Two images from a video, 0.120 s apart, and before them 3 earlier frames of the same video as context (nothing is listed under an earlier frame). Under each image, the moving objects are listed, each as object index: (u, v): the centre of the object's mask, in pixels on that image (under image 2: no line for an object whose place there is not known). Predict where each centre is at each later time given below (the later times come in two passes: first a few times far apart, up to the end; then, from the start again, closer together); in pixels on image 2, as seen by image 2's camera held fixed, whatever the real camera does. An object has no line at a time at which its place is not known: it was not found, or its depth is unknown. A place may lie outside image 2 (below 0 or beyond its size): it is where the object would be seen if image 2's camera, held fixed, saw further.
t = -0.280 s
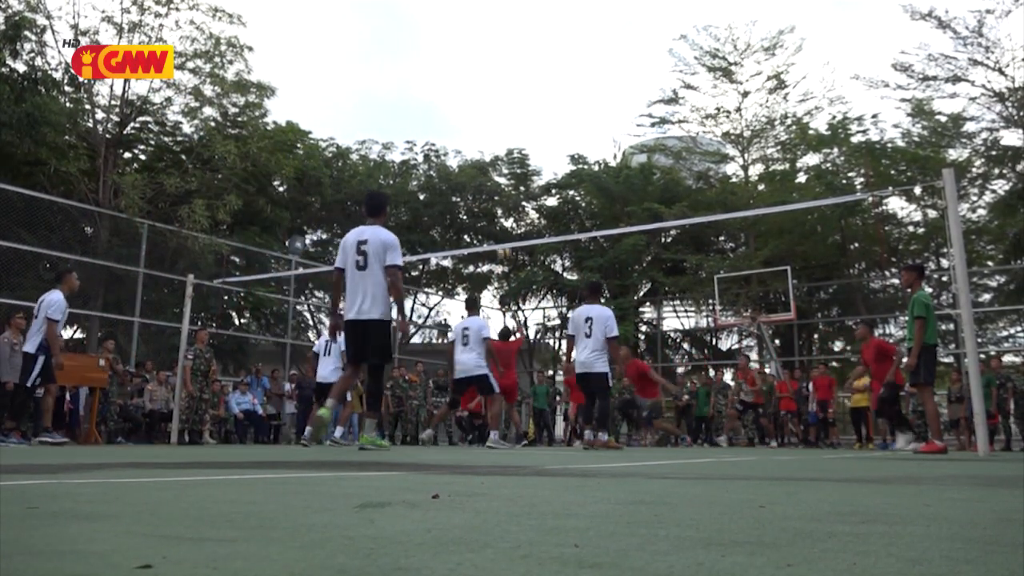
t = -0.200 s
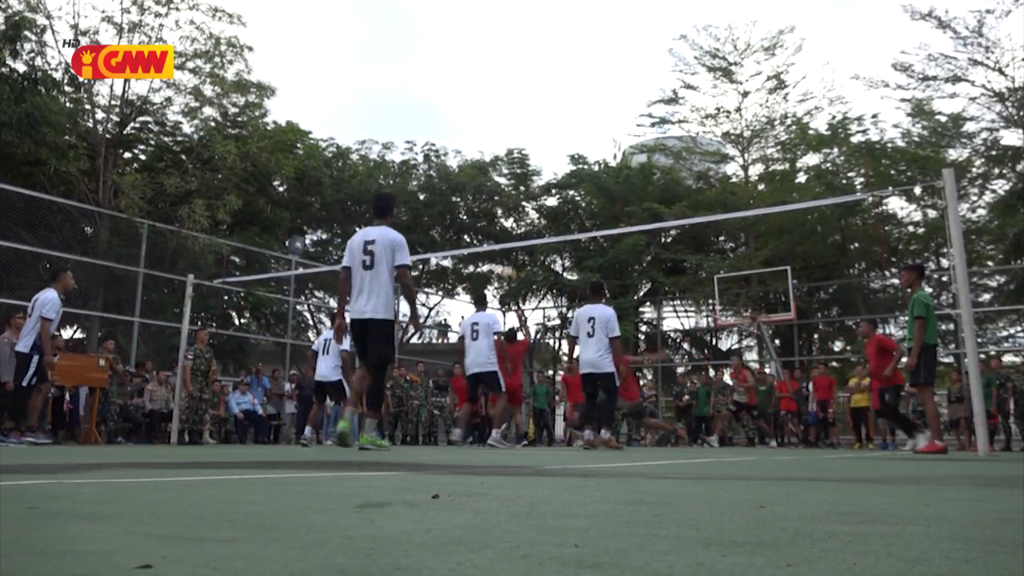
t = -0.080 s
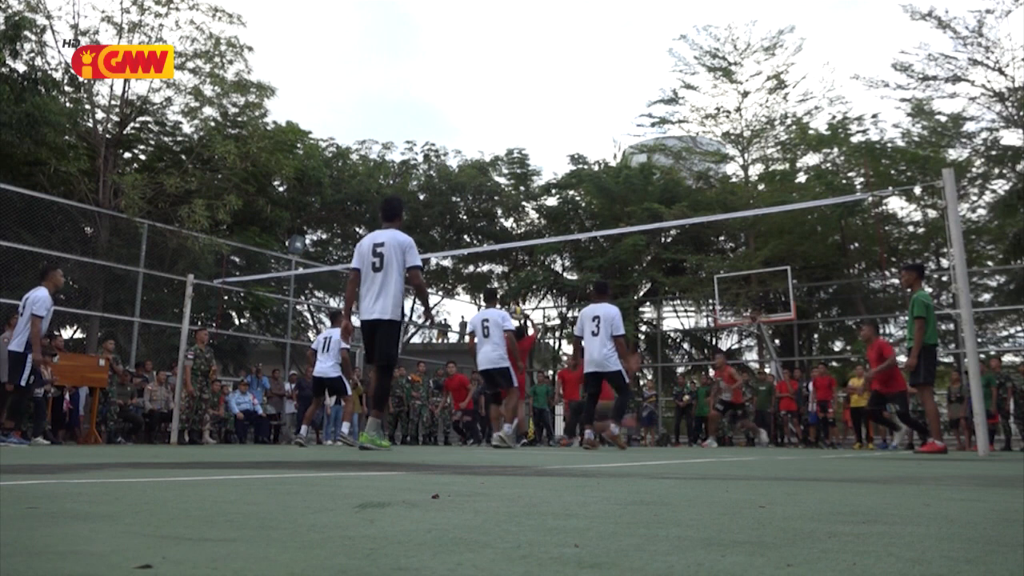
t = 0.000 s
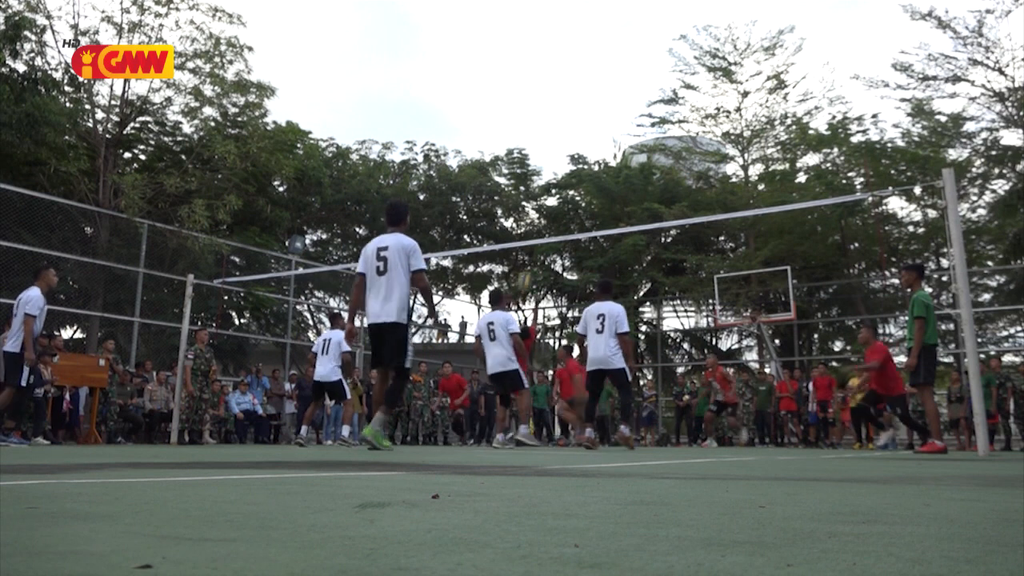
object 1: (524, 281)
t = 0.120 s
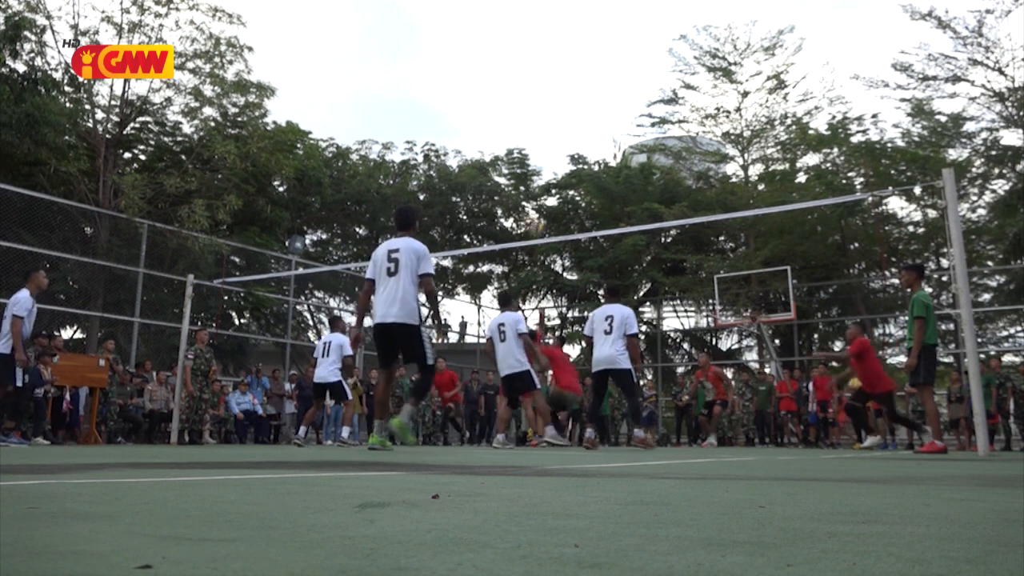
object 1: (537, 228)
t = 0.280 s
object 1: (553, 170)
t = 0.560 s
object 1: (581, 105)
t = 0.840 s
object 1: (613, 92)
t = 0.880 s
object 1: (617, 95)
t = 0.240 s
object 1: (548, 184)
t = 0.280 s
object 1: (553, 170)
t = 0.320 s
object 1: (556, 157)
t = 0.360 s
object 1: (561, 147)
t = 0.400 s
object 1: (564, 136)
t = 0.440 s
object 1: (569, 127)
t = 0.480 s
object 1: (573, 118)
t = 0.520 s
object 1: (577, 111)
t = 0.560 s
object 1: (581, 105)
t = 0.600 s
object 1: (585, 99)
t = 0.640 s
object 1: (590, 95)
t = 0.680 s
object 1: (594, 92)
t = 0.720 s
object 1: (599, 91)
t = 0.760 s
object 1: (603, 90)
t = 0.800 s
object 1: (608, 90)
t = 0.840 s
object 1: (613, 92)
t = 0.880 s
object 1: (617, 95)
